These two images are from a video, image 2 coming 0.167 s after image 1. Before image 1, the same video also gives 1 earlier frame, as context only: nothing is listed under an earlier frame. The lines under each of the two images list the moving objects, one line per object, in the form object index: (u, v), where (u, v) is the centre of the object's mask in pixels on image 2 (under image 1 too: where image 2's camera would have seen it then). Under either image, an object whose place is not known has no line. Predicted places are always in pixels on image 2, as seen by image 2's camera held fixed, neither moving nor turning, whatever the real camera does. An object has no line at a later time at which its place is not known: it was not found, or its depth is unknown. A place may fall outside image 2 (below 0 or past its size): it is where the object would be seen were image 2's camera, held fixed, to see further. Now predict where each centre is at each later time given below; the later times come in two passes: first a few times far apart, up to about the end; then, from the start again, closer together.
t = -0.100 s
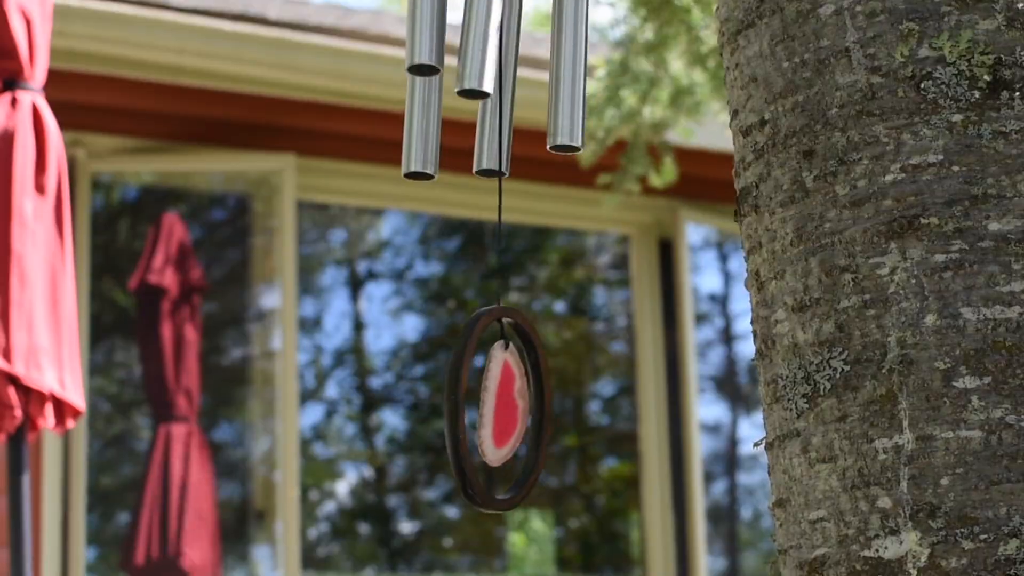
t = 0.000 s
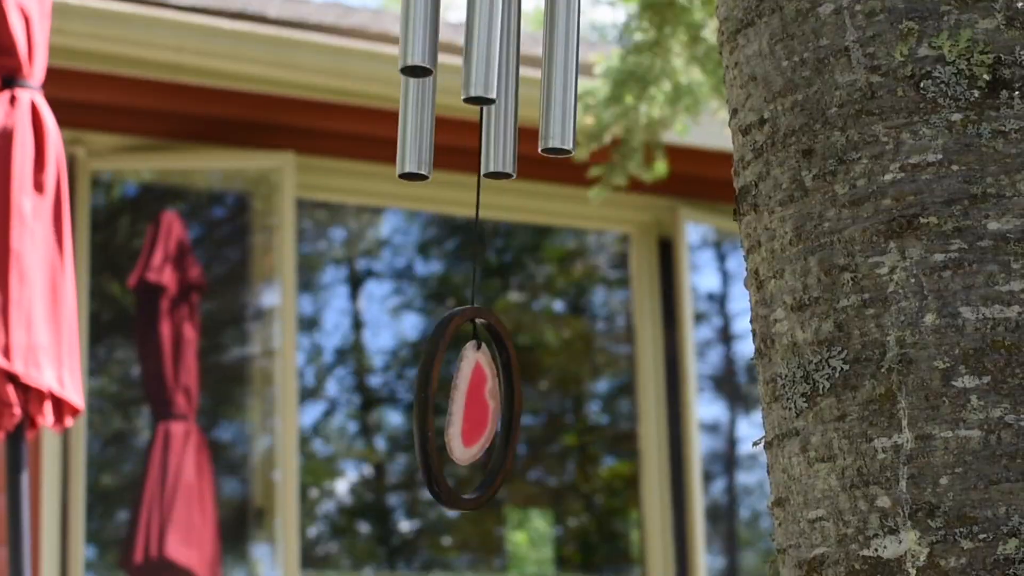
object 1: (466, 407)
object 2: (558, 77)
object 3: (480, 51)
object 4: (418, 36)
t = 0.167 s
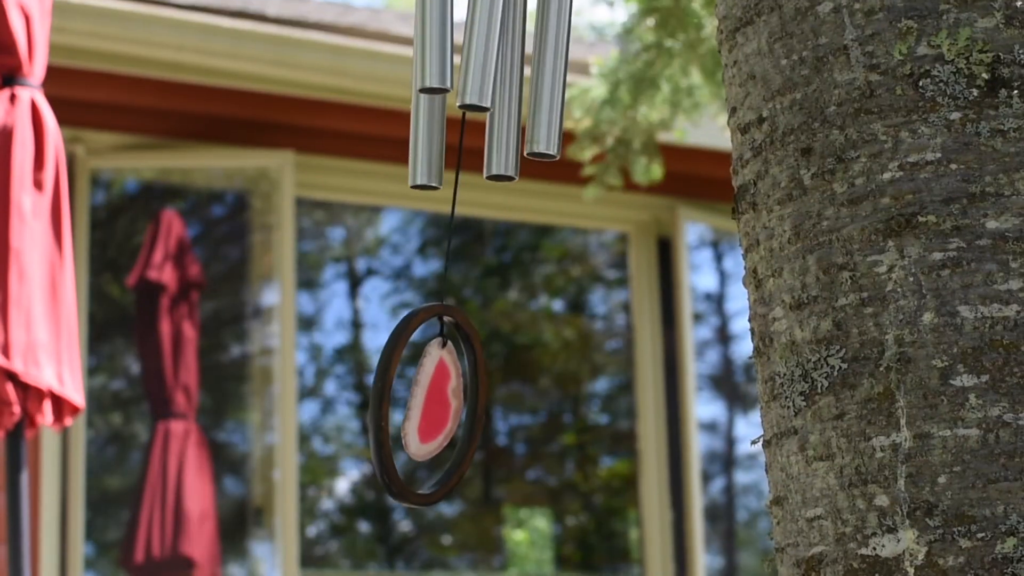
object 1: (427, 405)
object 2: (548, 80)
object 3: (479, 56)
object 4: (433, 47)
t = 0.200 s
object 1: (425, 404)
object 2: (549, 81)
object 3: (483, 56)
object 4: (437, 47)
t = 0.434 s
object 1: (470, 406)
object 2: (590, 81)
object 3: (535, 58)
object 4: (441, 46)
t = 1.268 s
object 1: (463, 402)
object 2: (588, 79)
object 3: (520, 52)
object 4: (439, 42)
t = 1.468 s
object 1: (439, 404)
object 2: (589, 76)
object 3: (501, 51)
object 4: (440, 41)
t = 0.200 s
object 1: (425, 404)
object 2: (549, 81)
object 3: (483, 56)
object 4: (437, 47)
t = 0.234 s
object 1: (425, 404)
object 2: (552, 81)
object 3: (489, 57)
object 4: (440, 47)
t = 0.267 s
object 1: (427, 404)
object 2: (555, 81)
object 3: (496, 58)
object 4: (442, 46)
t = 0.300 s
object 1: (432, 404)
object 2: (560, 82)
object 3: (506, 59)
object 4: (445, 45)
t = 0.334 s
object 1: (439, 404)
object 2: (567, 82)
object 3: (516, 59)
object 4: (448, 45)
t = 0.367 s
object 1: (448, 404)
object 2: (574, 82)
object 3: (524, 59)
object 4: (443, 46)
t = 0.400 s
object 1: (458, 405)
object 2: (582, 81)
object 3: (531, 59)
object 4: (442, 46)
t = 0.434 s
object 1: (470, 406)
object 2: (590, 81)
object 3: (535, 58)
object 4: (441, 46)
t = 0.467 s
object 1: (483, 406)
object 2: (599, 79)
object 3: (538, 57)
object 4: (440, 46)
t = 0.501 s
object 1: (496, 405)
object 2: (608, 78)
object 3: (538, 55)
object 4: (440, 45)
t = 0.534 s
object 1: (509, 405)
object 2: (616, 77)
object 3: (536, 54)
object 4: (442, 44)
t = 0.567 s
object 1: (522, 404)
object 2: (623, 75)
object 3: (532, 52)
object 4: (447, 43)
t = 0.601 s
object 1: (535, 404)
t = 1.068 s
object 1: (538, 400)
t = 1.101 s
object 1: (525, 401)
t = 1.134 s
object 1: (511, 401)
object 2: (590, 77)
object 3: (522, 51)
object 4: (443, 39)
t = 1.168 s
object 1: (498, 401)
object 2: (589, 78)
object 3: (522, 51)
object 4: (442, 39)
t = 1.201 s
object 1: (485, 401)
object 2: (589, 79)
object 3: (521, 52)
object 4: (440, 40)
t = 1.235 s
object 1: (473, 402)
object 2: (589, 79)
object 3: (521, 52)
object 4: (439, 41)
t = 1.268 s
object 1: (463, 402)
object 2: (588, 79)
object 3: (520, 52)
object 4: (439, 42)
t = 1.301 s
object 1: (453, 401)
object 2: (588, 80)
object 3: (520, 53)
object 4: (437, 43)
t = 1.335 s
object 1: (446, 402)
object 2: (588, 79)
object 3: (518, 52)
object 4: (433, 43)
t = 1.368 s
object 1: (441, 402)
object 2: (588, 79)
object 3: (515, 52)
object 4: (433, 43)
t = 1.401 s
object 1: (439, 403)
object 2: (589, 78)
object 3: (510, 52)
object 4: (433, 43)
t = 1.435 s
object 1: (438, 404)
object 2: (589, 77)
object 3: (505, 52)
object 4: (436, 42)
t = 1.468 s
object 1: (439, 404)
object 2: (589, 76)
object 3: (501, 51)
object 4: (440, 41)
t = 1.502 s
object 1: (443, 405)
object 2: (590, 75)
